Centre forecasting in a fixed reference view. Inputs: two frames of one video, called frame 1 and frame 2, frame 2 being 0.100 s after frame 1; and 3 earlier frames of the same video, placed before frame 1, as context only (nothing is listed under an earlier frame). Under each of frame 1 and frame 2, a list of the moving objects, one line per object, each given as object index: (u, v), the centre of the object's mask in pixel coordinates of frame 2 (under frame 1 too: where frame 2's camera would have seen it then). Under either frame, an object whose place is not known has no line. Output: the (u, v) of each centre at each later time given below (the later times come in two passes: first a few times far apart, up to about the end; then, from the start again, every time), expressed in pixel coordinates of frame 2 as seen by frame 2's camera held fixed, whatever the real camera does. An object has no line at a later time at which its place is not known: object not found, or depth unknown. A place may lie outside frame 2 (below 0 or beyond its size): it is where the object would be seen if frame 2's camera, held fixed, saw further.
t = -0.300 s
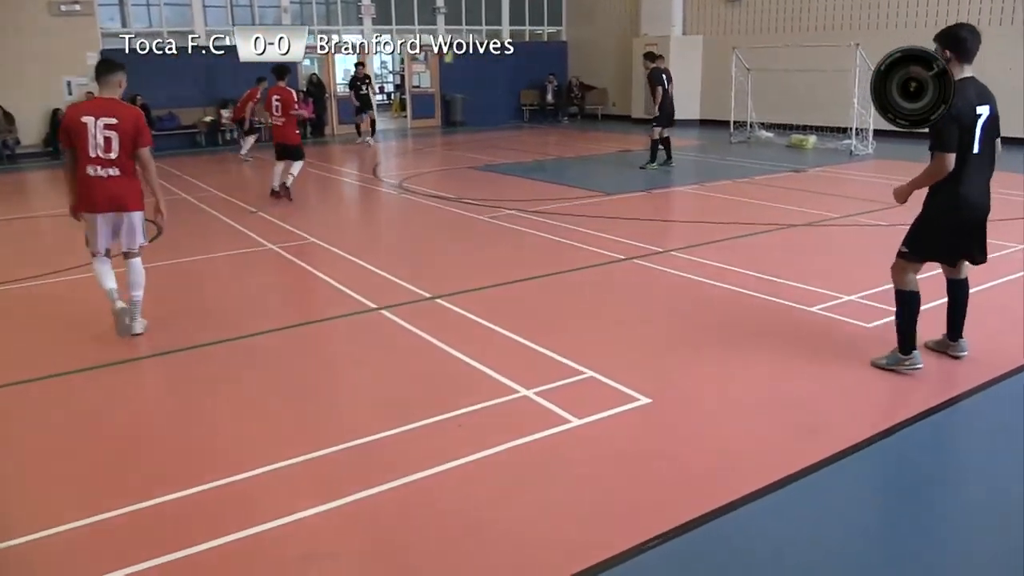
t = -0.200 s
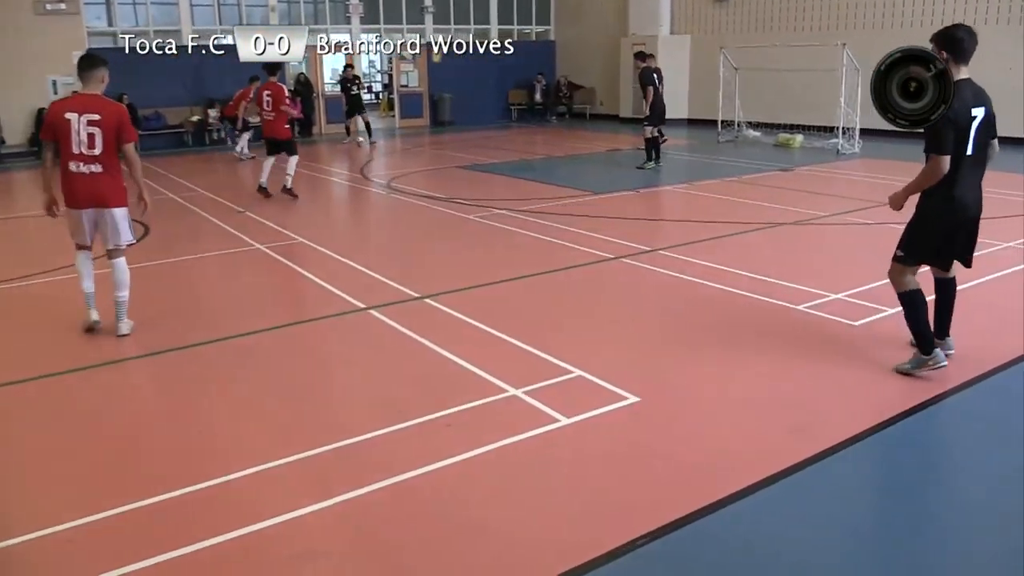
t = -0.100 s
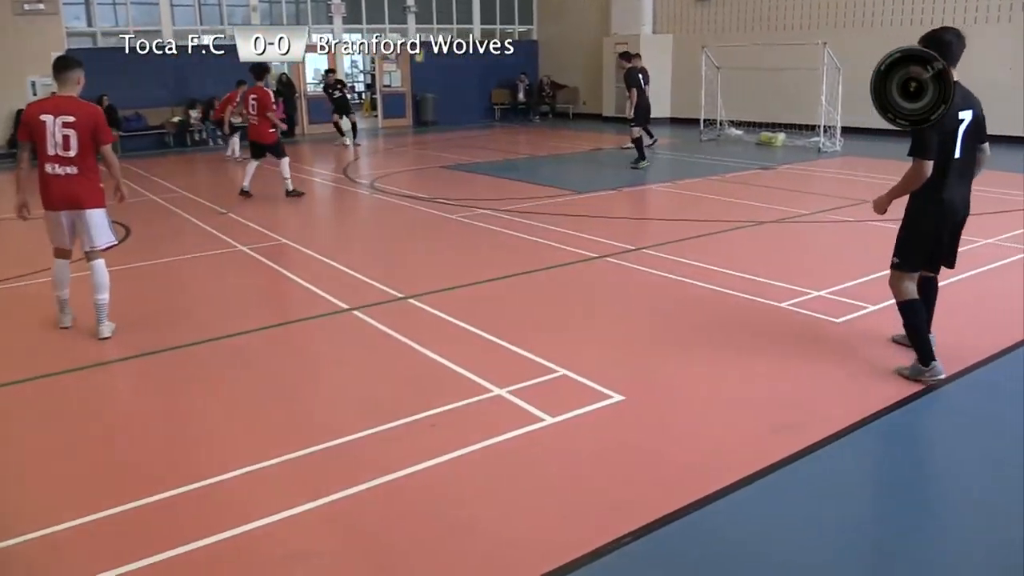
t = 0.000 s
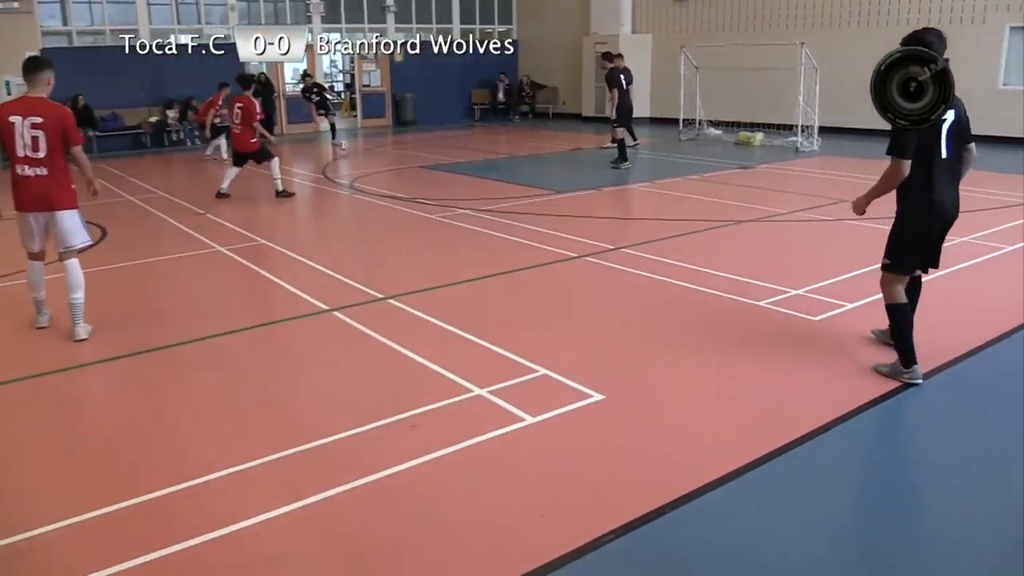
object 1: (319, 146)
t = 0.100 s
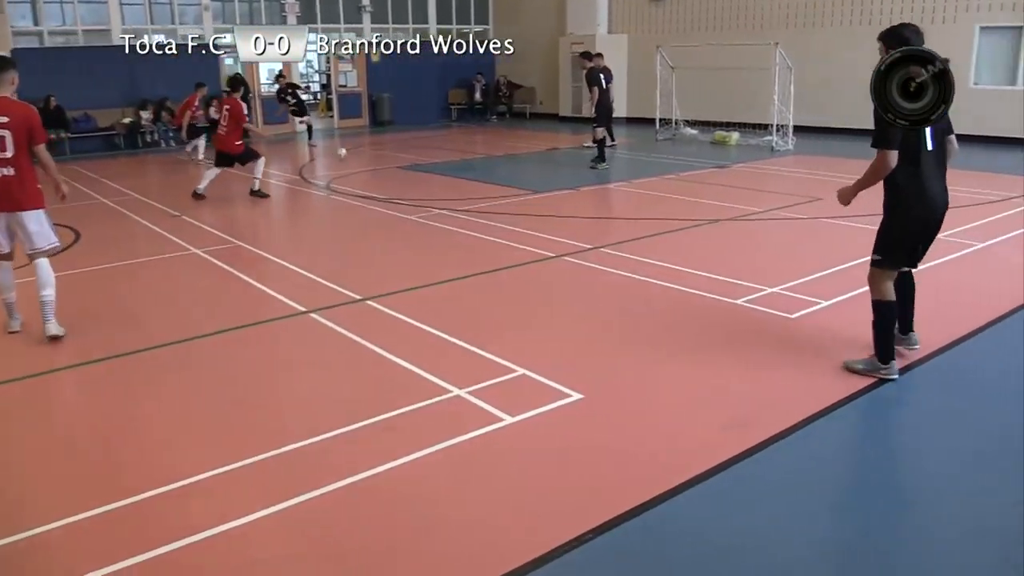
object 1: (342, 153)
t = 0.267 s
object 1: (385, 165)
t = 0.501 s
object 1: (461, 187)
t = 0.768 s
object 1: (584, 223)
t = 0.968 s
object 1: (729, 263)
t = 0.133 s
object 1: (350, 155)
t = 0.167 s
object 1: (358, 157)
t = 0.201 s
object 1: (368, 161)
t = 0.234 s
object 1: (376, 165)
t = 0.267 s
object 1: (385, 165)
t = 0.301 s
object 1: (395, 166)
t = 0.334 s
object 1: (405, 169)
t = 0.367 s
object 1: (416, 173)
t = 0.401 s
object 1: (427, 179)
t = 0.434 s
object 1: (439, 182)
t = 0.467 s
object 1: (449, 184)
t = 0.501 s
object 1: (461, 187)
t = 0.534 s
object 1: (474, 192)
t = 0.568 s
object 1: (488, 197)
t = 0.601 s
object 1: (501, 198)
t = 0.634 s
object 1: (517, 200)
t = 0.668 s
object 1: (531, 202)
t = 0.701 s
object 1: (549, 208)
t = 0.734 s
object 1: (566, 214)
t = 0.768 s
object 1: (584, 223)
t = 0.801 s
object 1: (604, 229)
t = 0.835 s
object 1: (625, 233)
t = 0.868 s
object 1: (649, 238)
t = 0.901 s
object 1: (674, 246)
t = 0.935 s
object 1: (699, 256)
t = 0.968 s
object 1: (729, 263)
